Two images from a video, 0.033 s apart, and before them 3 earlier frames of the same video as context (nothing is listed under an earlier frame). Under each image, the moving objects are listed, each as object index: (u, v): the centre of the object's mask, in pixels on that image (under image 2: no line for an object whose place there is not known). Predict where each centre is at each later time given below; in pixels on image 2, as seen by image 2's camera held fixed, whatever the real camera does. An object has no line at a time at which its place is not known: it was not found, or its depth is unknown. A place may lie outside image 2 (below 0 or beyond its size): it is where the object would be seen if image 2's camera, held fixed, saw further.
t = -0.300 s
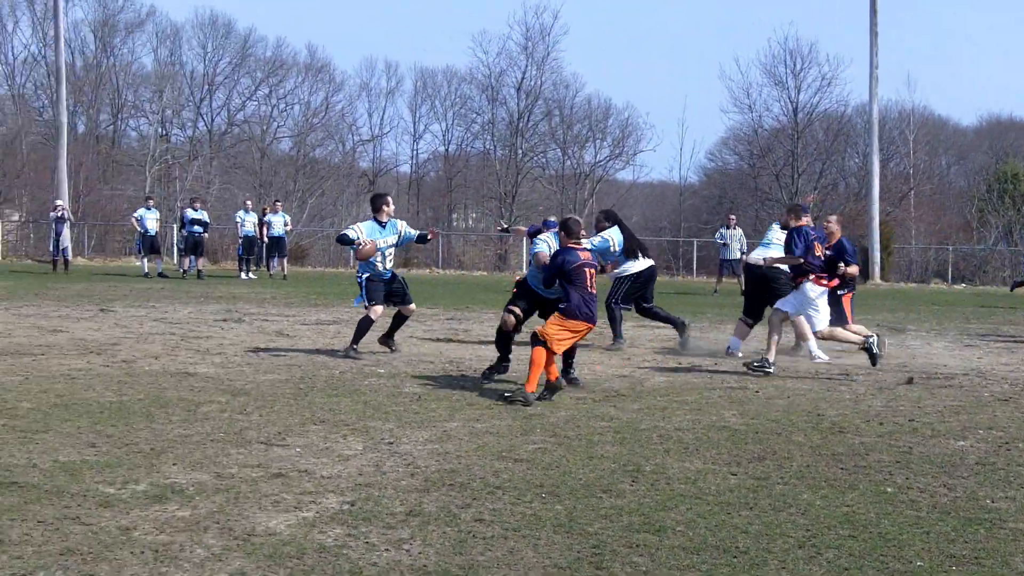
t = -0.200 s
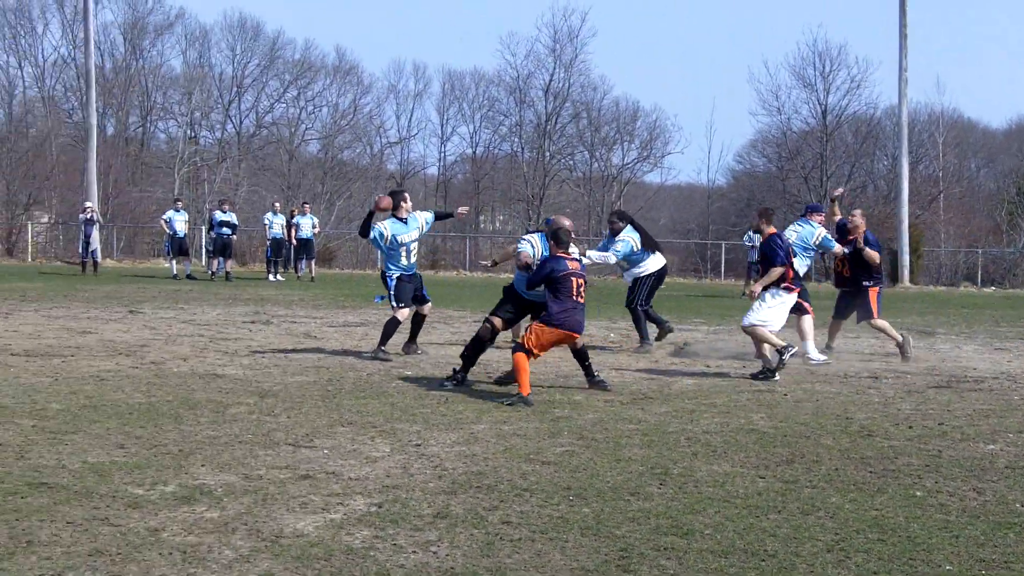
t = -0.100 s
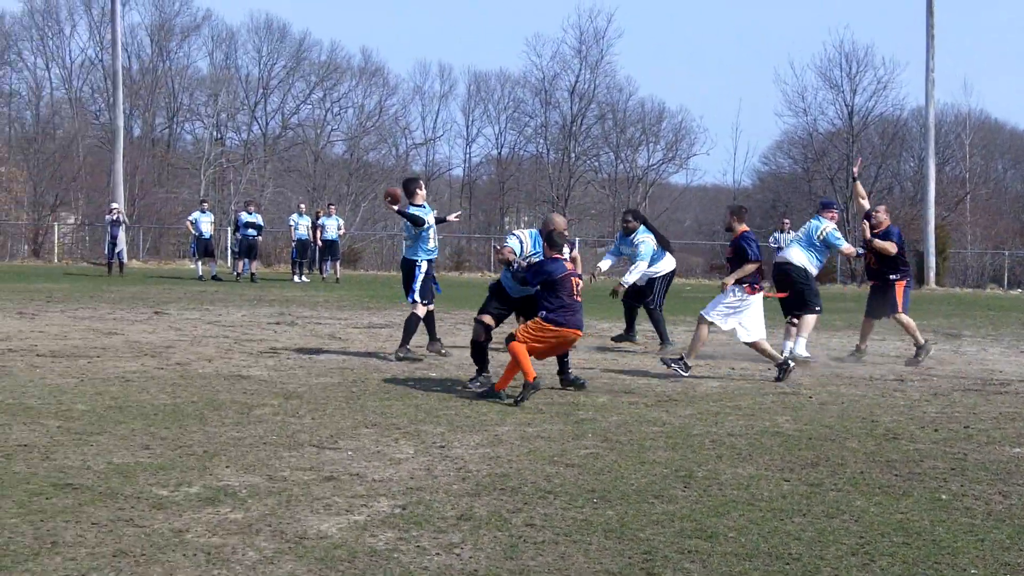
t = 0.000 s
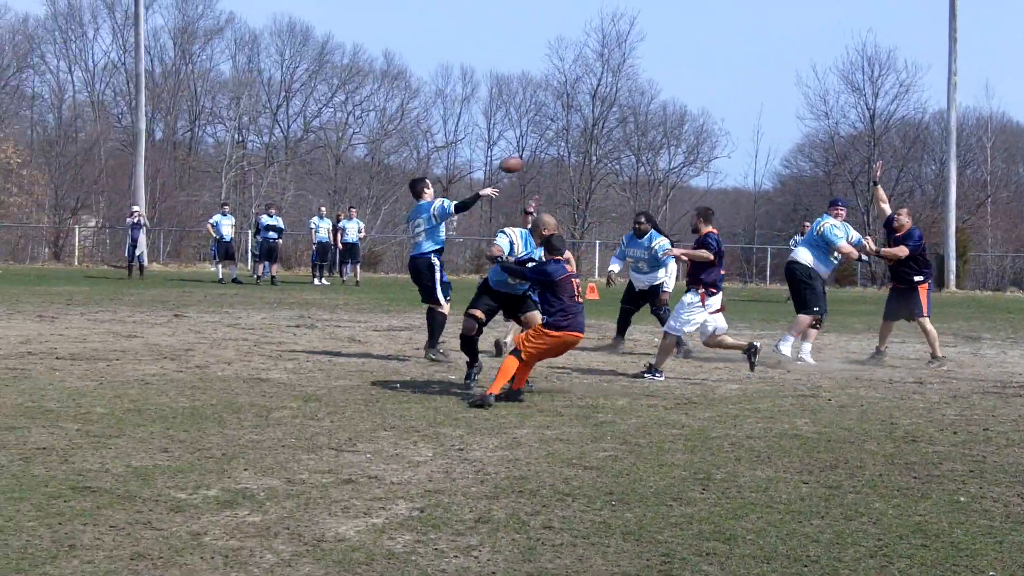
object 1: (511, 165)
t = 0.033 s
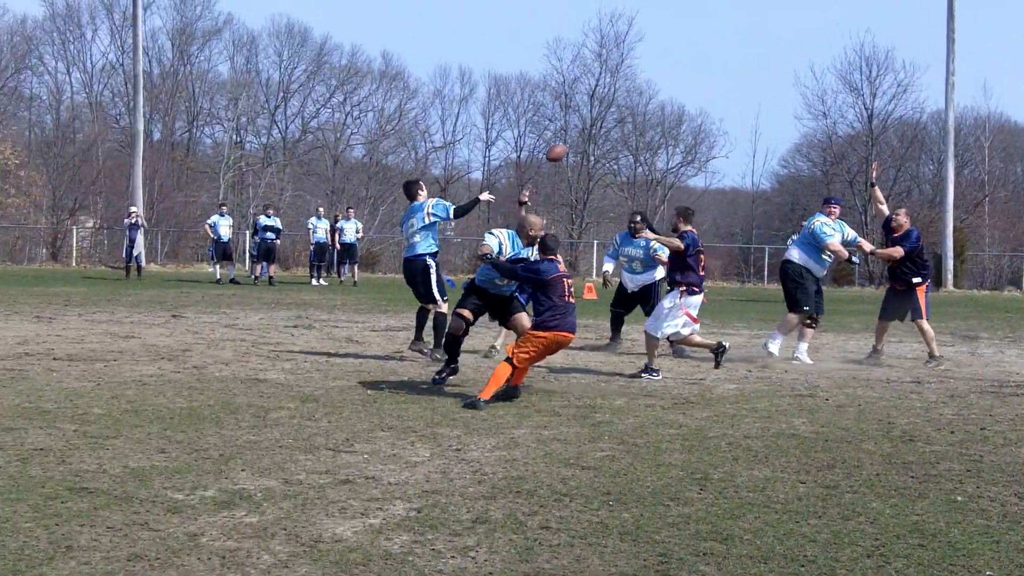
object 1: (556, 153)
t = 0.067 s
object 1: (599, 143)
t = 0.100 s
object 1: (641, 134)
